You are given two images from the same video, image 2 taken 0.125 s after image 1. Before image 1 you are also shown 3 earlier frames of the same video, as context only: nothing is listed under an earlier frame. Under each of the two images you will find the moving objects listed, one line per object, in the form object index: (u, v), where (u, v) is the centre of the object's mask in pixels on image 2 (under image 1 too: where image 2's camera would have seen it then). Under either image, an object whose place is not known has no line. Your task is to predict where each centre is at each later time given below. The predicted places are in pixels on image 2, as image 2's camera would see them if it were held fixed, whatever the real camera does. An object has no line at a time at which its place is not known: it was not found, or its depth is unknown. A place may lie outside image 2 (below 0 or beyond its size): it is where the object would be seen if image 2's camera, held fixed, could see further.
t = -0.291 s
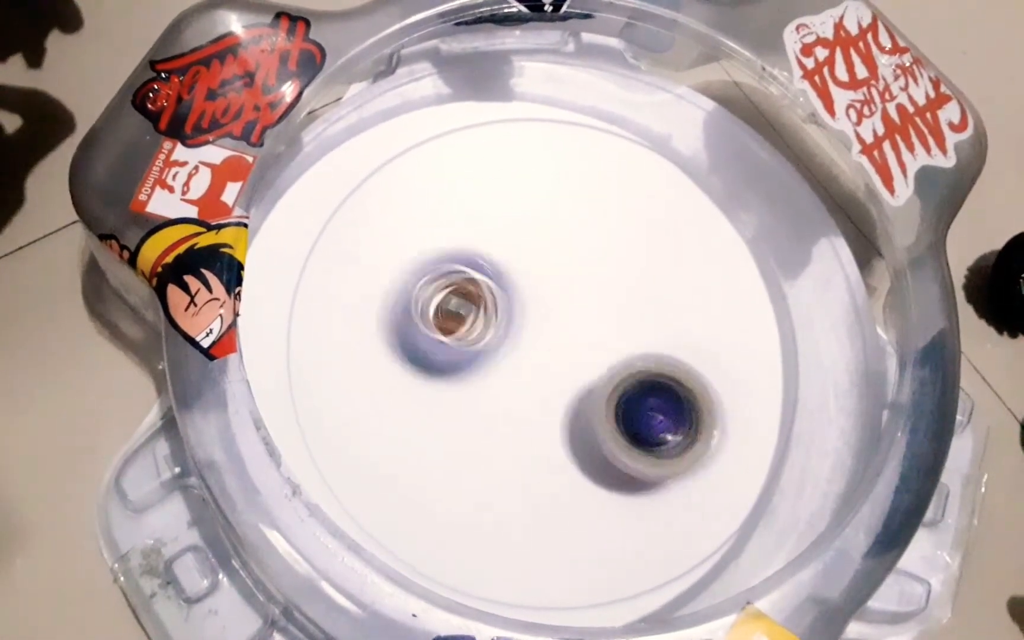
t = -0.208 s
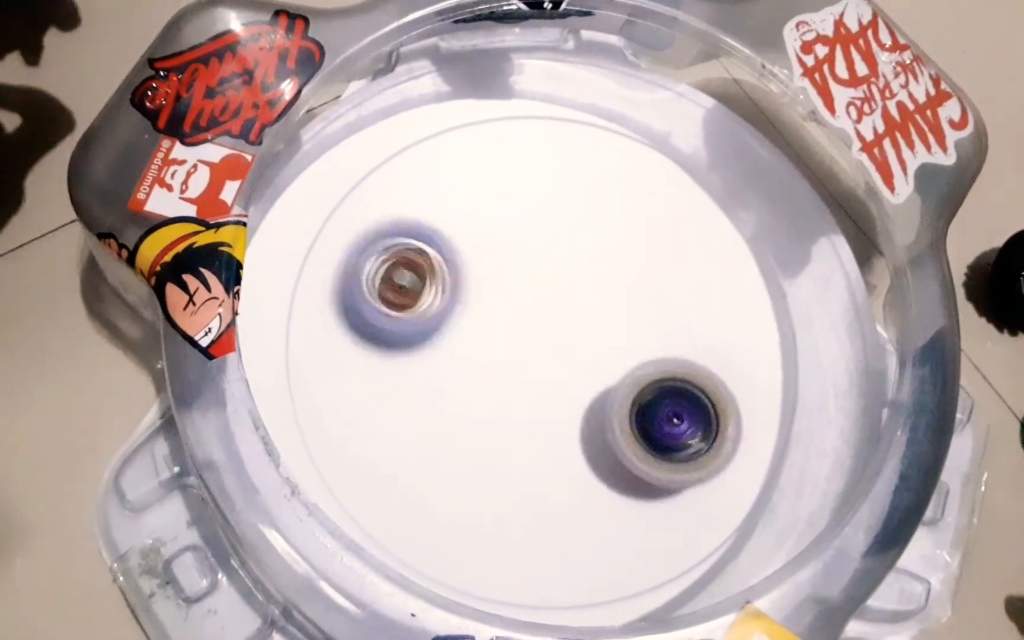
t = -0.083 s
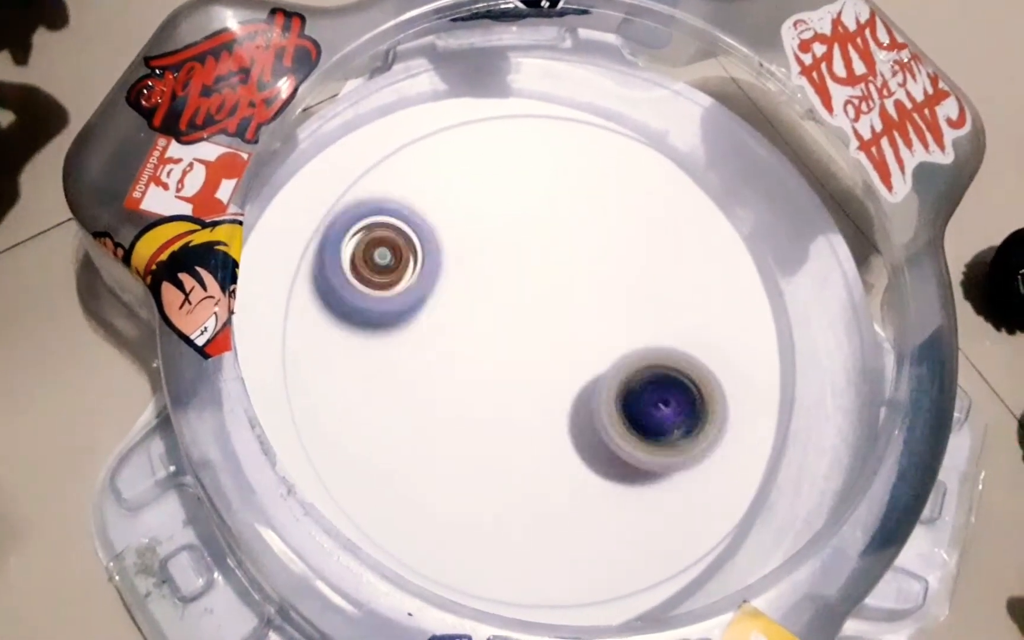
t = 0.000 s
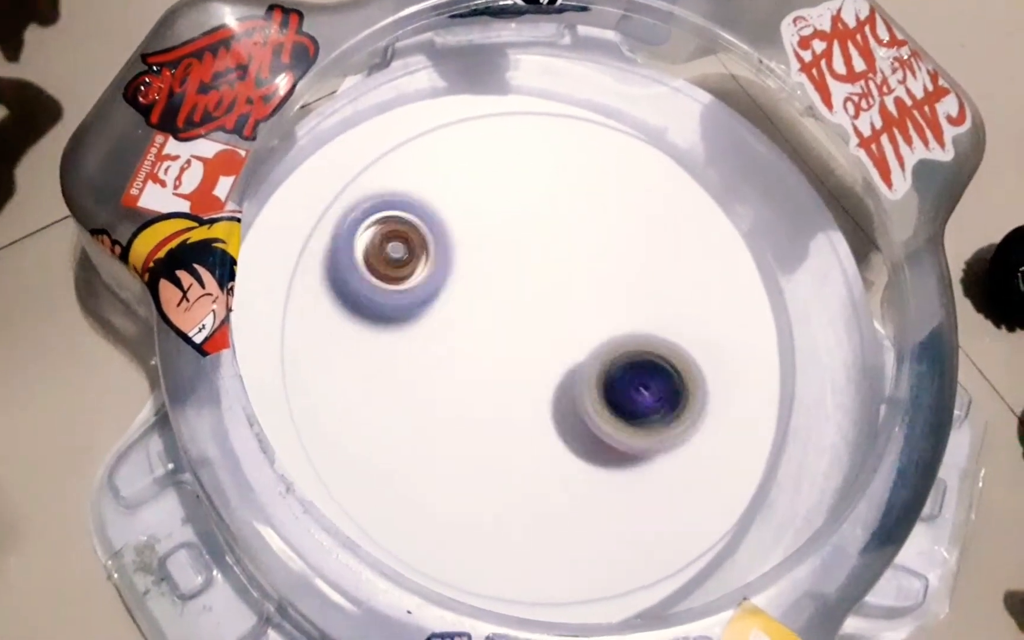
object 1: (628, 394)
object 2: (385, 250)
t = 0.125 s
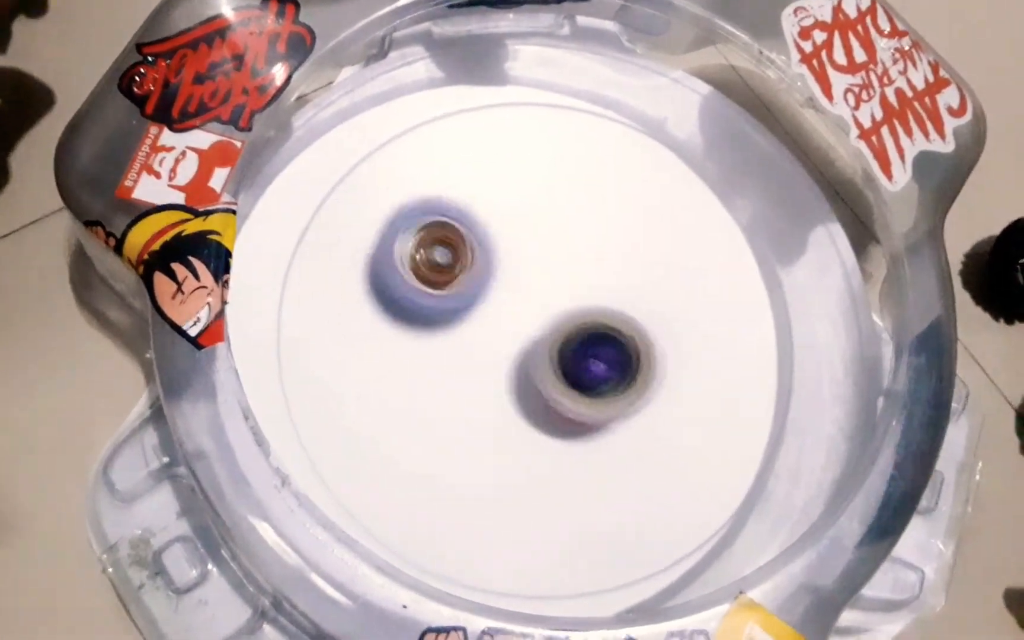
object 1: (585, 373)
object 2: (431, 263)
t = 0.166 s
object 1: (568, 365)
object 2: (450, 272)
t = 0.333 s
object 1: (713, 411)
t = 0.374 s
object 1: (737, 412)
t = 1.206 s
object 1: (582, 207)
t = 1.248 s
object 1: (555, 221)
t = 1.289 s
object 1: (501, 268)
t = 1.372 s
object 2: (546, 448)
